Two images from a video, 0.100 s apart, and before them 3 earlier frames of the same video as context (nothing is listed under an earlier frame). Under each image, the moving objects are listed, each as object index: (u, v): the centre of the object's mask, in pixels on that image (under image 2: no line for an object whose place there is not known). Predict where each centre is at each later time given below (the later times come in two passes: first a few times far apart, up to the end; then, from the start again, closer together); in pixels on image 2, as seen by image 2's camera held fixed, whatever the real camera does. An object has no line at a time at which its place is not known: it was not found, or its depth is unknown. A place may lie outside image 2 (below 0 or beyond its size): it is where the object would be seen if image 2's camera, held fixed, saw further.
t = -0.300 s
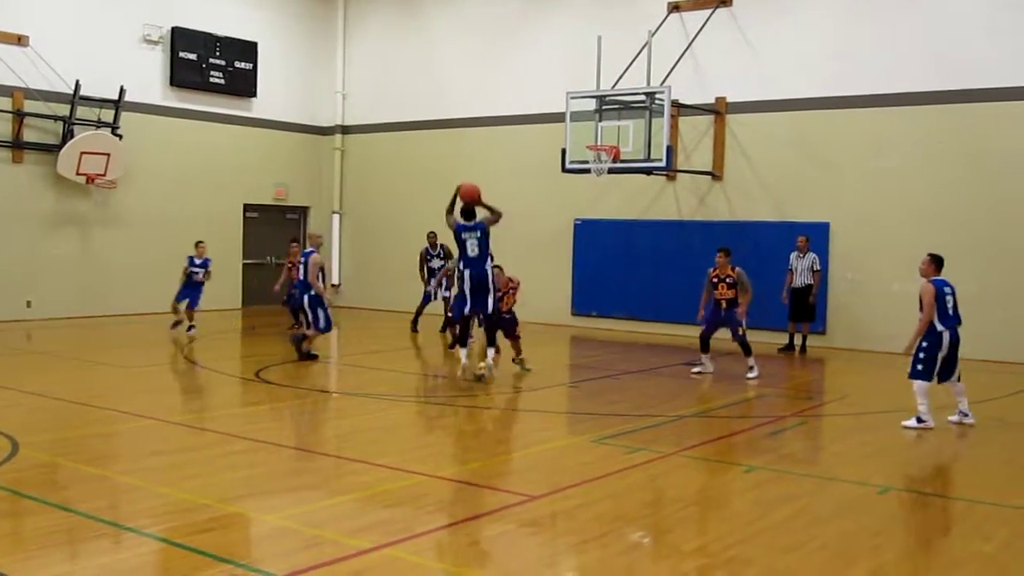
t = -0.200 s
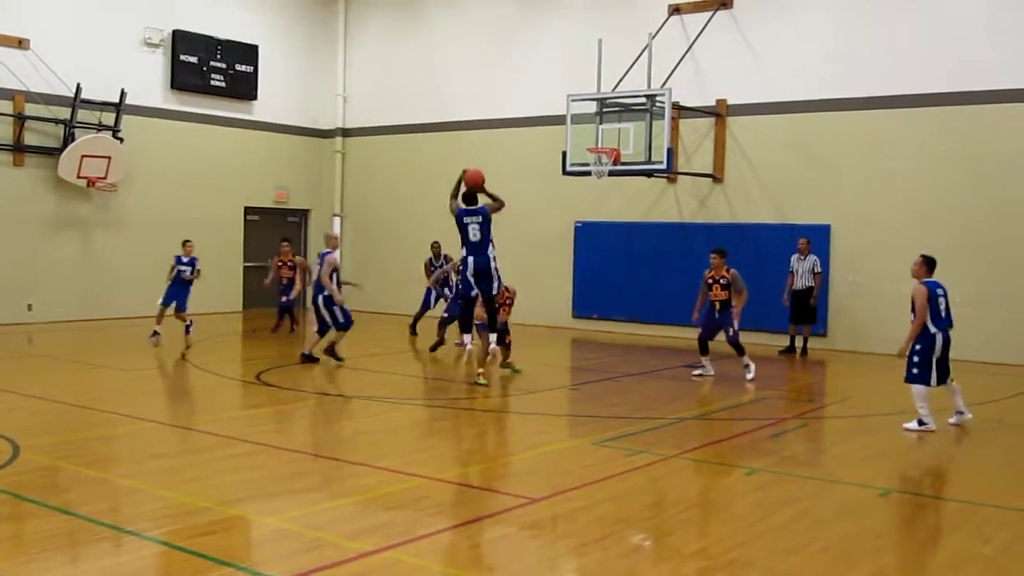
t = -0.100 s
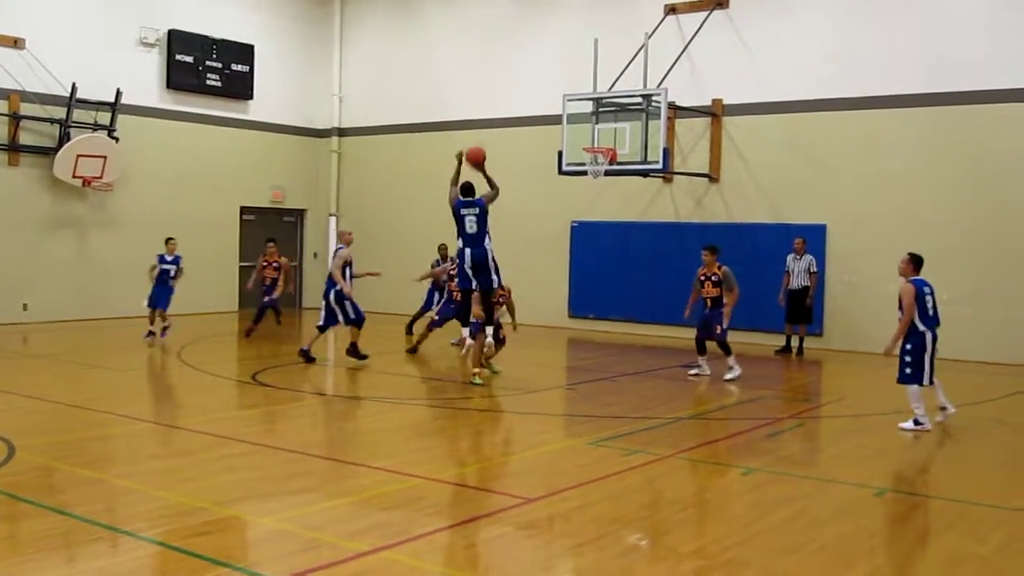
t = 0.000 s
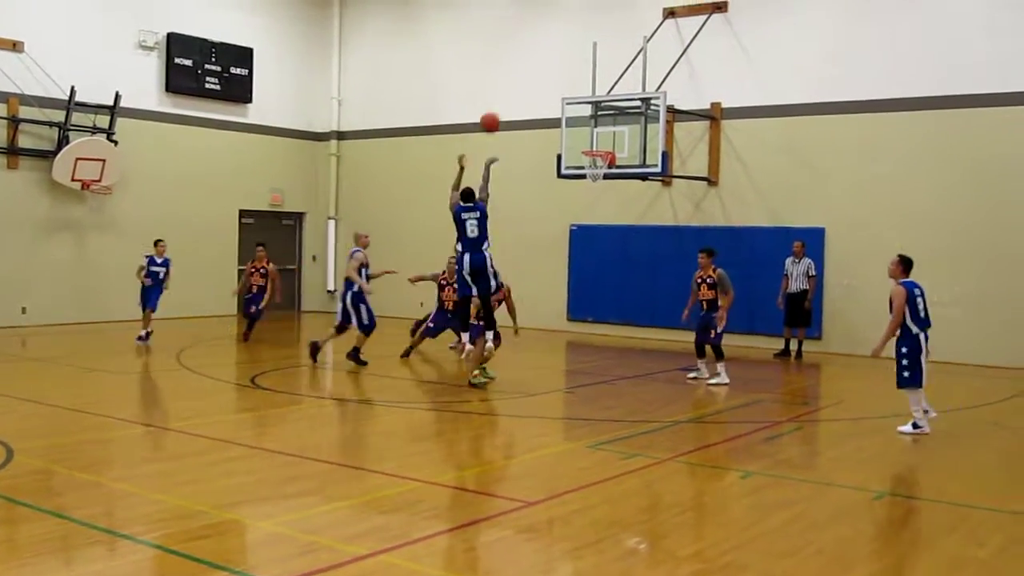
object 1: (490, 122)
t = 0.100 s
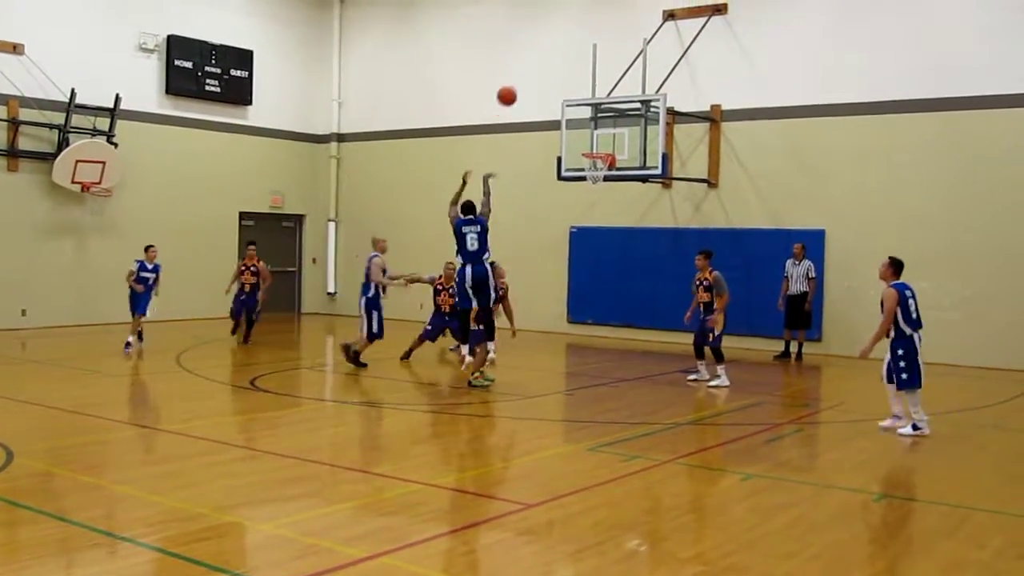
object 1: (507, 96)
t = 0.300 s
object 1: (536, 67)
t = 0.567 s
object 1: (567, 78)
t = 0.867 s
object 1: (594, 142)
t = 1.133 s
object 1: (600, 213)
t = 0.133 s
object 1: (512, 88)
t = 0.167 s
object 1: (517, 82)
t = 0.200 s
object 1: (522, 77)
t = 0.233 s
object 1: (527, 72)
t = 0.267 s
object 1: (531, 69)
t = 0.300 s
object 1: (536, 67)
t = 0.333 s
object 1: (540, 66)
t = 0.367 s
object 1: (544, 65)
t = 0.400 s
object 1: (549, 65)
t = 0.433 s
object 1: (553, 66)
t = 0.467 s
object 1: (557, 68)
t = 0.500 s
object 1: (560, 71)
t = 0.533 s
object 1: (564, 74)
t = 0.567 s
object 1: (567, 78)
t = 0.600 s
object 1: (571, 83)
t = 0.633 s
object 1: (574, 88)
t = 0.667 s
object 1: (577, 94)
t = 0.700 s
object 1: (580, 101)
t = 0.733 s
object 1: (582, 109)
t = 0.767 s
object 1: (586, 116)
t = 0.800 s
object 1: (589, 124)
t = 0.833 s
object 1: (592, 134)
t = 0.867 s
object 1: (594, 142)
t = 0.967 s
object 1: (611, 161)
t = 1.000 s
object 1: (601, 180)
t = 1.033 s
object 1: (600, 185)
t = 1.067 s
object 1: (600, 194)
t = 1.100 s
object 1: (600, 203)
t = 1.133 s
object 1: (600, 213)
